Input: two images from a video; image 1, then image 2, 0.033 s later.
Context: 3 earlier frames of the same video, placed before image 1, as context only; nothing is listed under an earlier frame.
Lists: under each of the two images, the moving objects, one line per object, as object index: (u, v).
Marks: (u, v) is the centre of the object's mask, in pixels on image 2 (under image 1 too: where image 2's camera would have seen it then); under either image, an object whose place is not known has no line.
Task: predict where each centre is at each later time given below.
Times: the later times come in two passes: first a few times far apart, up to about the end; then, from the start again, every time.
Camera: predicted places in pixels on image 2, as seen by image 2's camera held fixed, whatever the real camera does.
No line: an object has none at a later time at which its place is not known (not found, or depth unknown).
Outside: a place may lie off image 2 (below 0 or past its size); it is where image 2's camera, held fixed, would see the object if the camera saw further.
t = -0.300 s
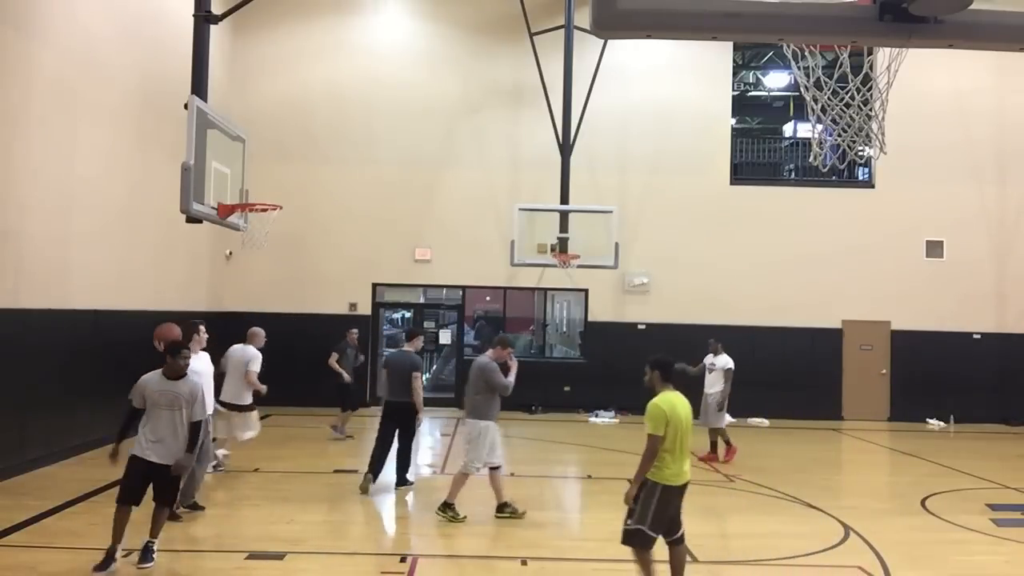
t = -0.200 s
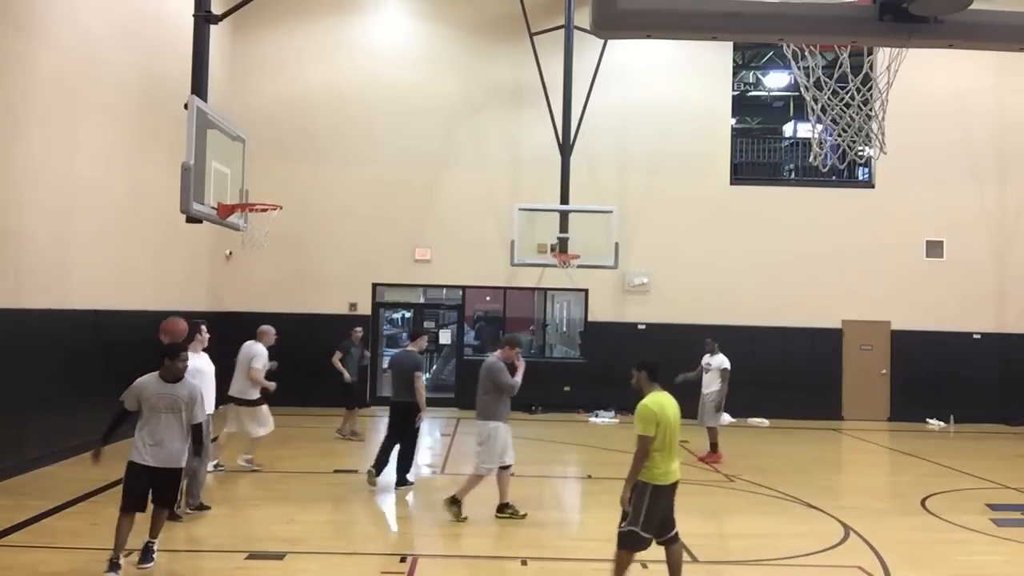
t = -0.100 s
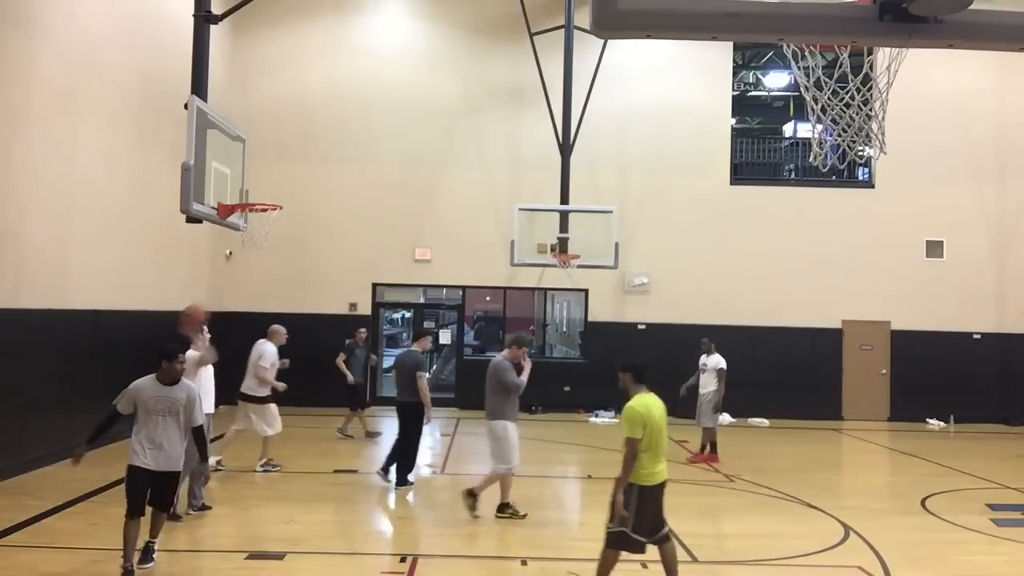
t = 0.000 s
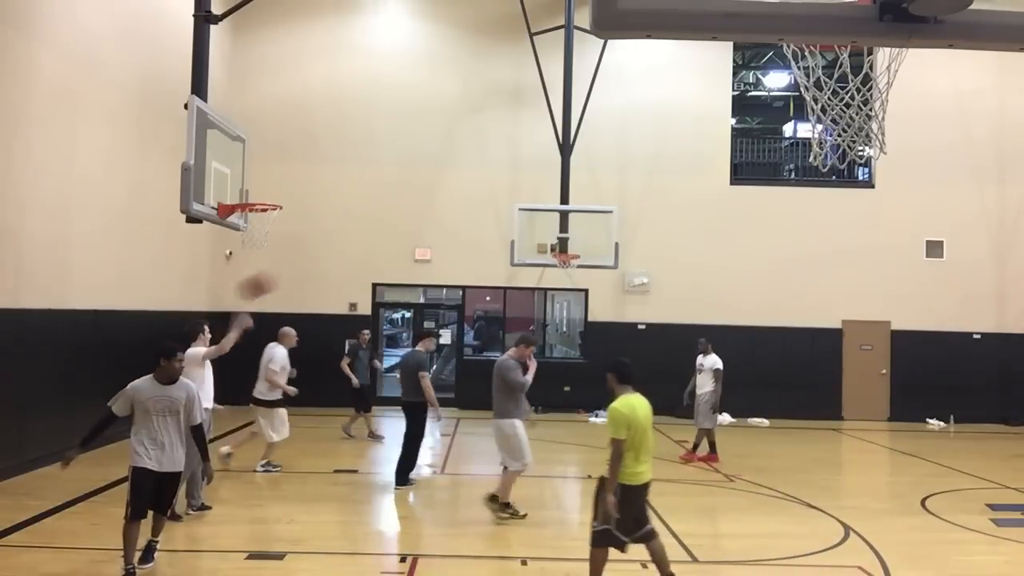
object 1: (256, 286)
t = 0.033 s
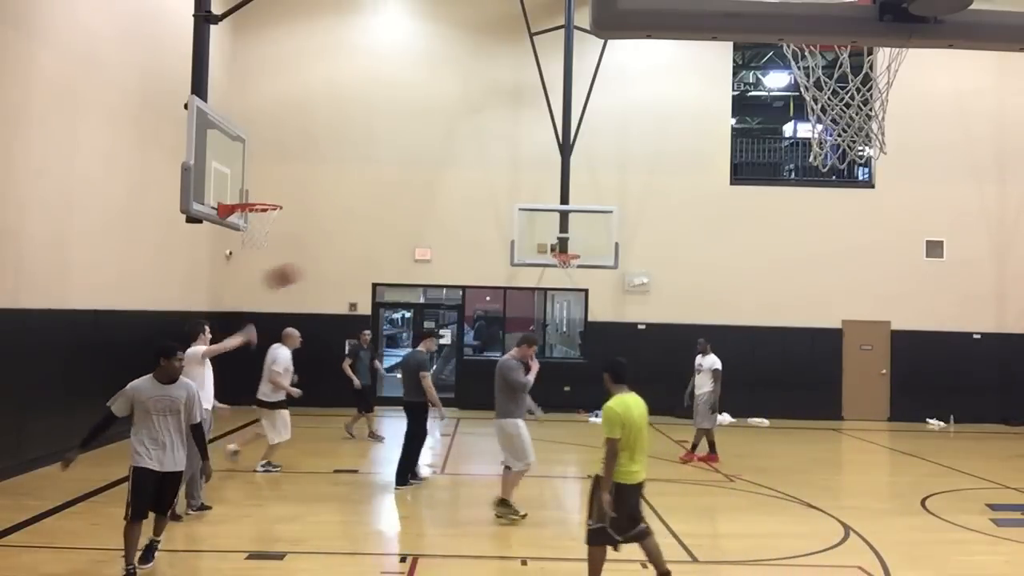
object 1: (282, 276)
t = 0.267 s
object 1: (435, 243)
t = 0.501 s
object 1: (551, 261)
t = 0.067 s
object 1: (306, 268)
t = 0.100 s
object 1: (330, 261)
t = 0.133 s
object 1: (352, 255)
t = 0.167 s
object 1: (374, 250)
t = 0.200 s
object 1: (395, 247)
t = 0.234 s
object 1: (413, 245)
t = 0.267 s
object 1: (435, 243)
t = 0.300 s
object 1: (453, 243)
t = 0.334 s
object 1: (469, 244)
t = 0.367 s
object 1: (486, 246)
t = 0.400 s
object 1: (503, 248)
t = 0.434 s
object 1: (519, 251)
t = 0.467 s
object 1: (534, 255)
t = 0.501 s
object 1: (551, 261)
